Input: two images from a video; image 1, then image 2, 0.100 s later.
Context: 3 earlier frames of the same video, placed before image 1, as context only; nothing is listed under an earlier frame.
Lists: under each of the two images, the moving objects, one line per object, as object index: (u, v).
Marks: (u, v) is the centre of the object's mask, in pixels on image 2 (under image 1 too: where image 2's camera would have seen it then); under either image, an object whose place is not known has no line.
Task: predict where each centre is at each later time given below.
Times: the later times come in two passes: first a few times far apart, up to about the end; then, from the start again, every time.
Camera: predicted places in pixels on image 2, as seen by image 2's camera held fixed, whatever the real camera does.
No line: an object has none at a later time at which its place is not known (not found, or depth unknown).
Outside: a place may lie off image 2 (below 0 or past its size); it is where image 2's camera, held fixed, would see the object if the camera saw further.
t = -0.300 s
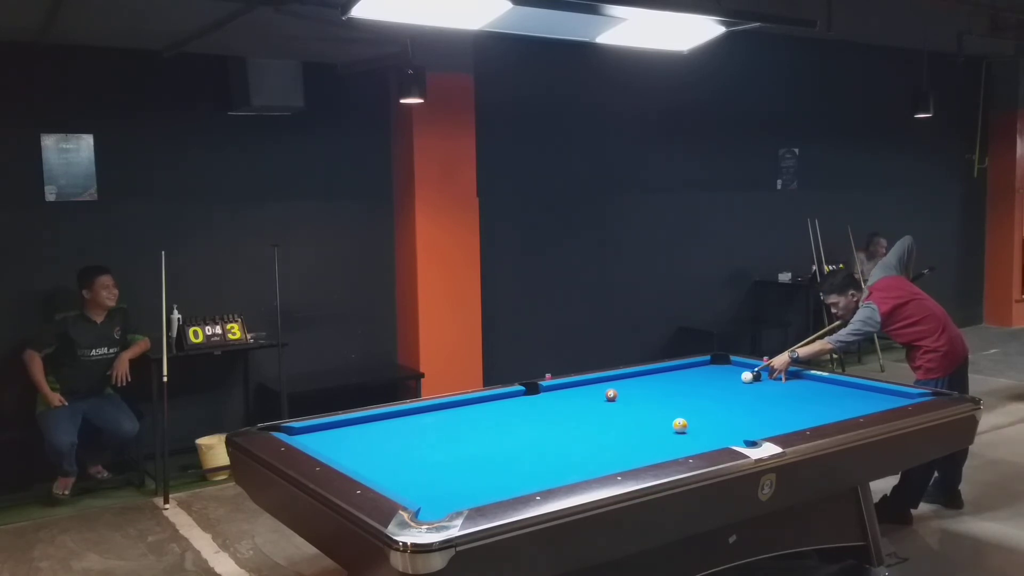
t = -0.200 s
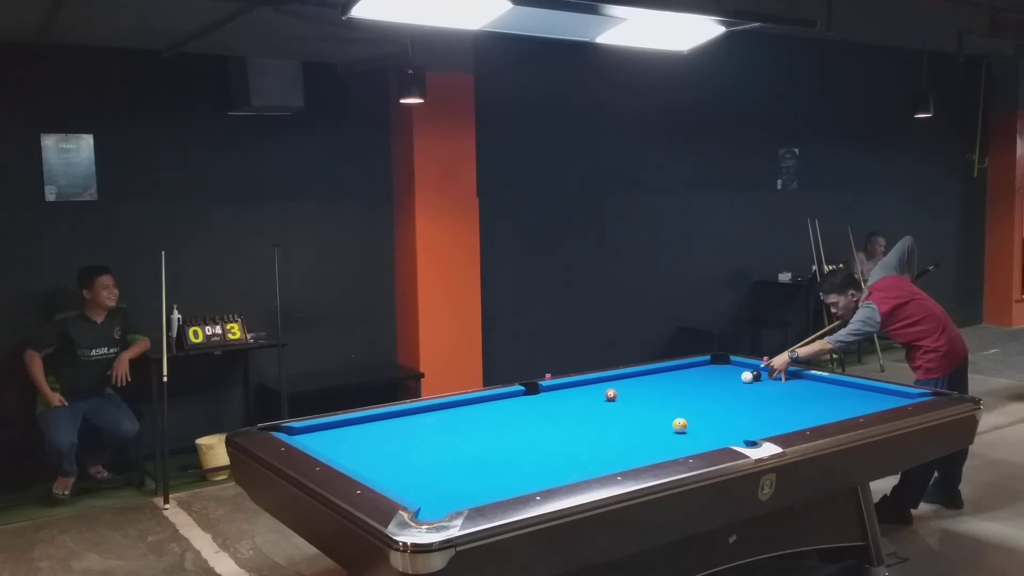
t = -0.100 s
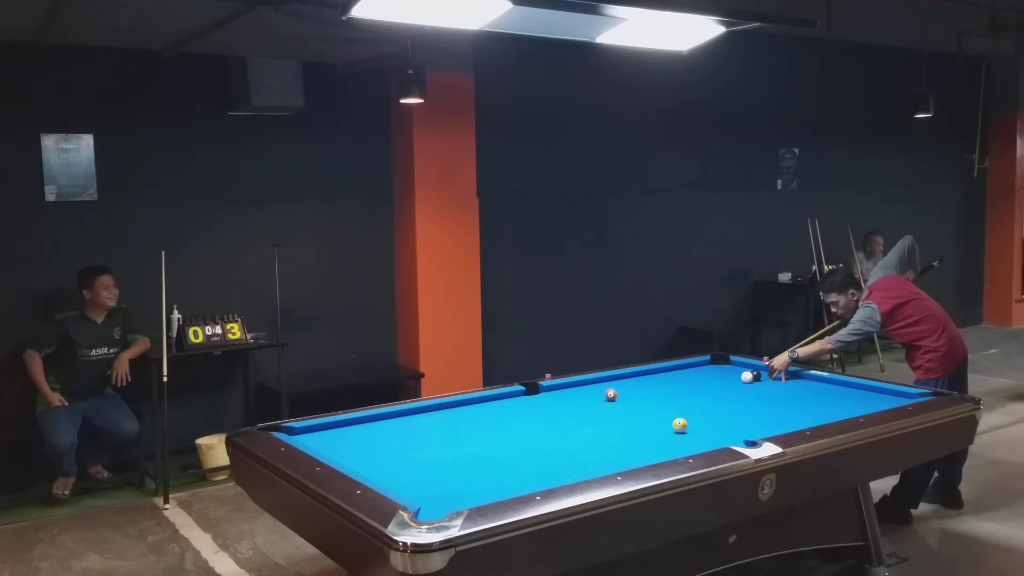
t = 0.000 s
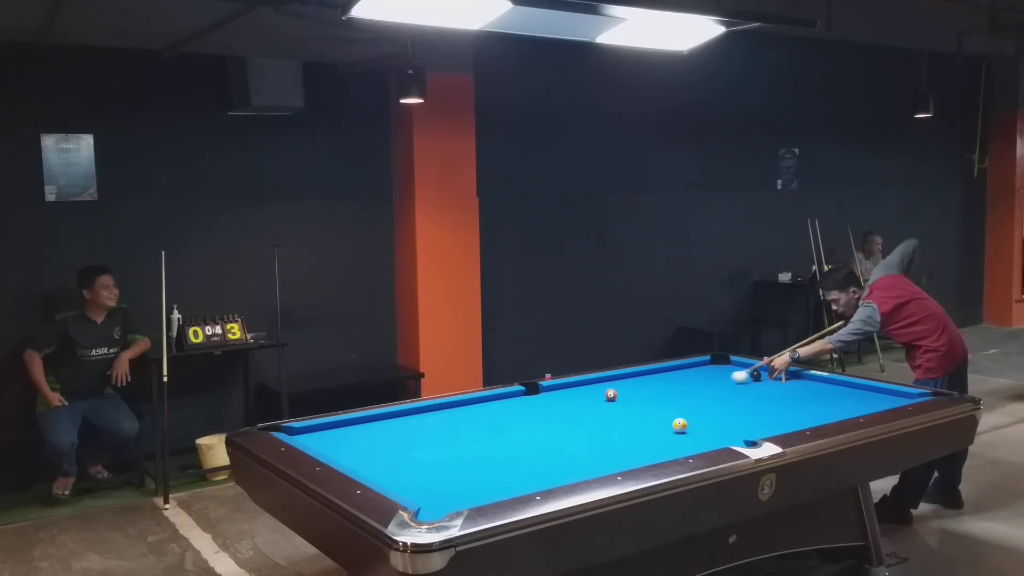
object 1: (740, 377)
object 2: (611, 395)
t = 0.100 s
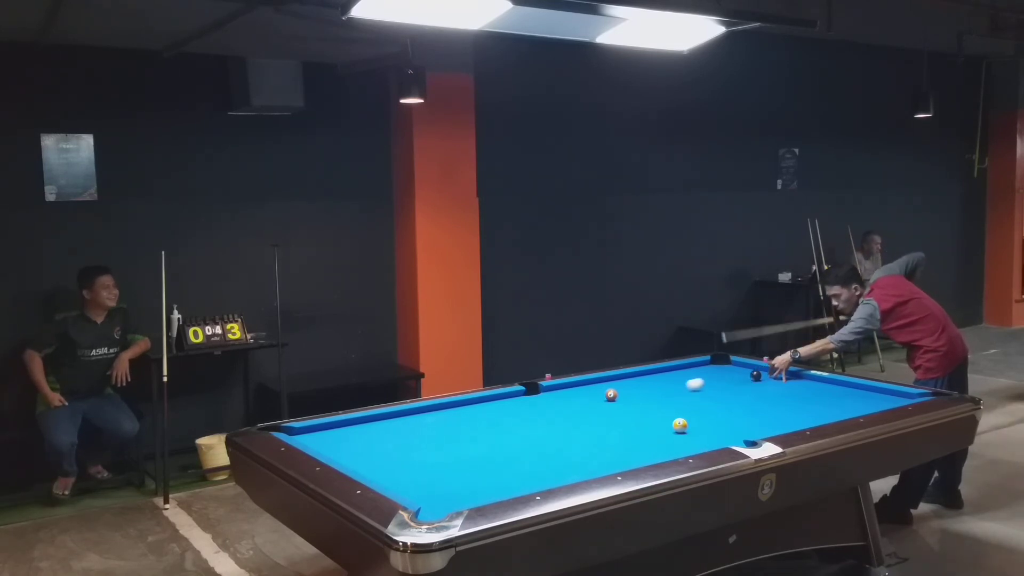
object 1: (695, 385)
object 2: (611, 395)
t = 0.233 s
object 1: (631, 394)
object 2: (611, 395)
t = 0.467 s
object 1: (540, 419)
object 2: (579, 391)
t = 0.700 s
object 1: (427, 450)
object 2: (552, 388)
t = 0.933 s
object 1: (412, 461)
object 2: (557, 392)
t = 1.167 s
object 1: (507, 446)
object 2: (563, 395)
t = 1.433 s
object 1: (602, 432)
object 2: (569, 400)
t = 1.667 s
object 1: (675, 419)
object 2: (573, 403)
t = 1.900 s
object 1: (746, 412)
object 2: (578, 407)
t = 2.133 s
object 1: (809, 403)
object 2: (582, 411)
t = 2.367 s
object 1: (867, 395)
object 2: (586, 414)
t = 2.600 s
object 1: (872, 396)
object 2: (590, 418)
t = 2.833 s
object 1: (841, 404)
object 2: (593, 421)
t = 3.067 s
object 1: (808, 413)
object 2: (596, 424)
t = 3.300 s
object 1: (774, 422)
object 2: (599, 427)
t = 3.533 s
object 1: (738, 431)
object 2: (601, 430)
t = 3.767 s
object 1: (700, 440)
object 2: (603, 432)
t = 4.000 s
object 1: (660, 450)
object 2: (605, 434)
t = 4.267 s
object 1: (613, 462)
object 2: (606, 436)
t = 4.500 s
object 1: (569, 473)
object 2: (607, 437)
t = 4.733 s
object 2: (608, 439)
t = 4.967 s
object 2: (609, 439)
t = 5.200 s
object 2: (609, 440)
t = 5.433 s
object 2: (610, 440)
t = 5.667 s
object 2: (610, 440)
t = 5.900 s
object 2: (610, 440)
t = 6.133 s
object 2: (610, 440)
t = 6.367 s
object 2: (610, 440)
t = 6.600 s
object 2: (610, 440)
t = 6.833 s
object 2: (610, 440)
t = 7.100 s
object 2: (610, 440)
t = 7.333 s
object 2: (610, 440)
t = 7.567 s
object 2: (610, 440)
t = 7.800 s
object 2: (610, 440)
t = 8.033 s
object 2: (610, 440)
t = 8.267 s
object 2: (610, 440)
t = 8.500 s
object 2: (610, 440)
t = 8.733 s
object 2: (610, 440)
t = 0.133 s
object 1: (679, 386)
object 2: (611, 395)
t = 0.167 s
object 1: (664, 389)
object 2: (611, 395)
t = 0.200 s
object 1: (648, 392)
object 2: (611, 395)
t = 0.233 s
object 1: (631, 394)
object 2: (611, 395)
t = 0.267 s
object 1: (617, 397)
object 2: (607, 393)
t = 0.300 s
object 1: (606, 401)
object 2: (602, 392)
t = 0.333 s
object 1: (594, 404)
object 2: (597, 392)
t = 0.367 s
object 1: (581, 408)
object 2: (592, 392)
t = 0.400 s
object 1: (568, 411)
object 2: (588, 392)
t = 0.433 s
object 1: (554, 415)
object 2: (584, 391)
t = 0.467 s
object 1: (540, 419)
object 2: (579, 391)
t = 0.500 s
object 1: (525, 423)
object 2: (575, 390)
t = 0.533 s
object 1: (510, 427)
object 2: (571, 390)
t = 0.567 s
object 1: (495, 432)
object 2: (567, 389)
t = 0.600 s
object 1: (479, 436)
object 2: (562, 389)
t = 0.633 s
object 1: (462, 440)
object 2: (558, 388)
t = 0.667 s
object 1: (445, 445)
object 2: (555, 388)
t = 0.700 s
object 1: (427, 450)
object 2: (552, 388)
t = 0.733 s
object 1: (409, 455)
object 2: (553, 388)
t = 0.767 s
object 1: (390, 460)
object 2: (554, 389)
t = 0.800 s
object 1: (370, 466)
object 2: (555, 389)
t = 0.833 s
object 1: (362, 467)
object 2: (555, 390)
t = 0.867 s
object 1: (379, 466)
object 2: (556, 390)
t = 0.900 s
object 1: (396, 463)
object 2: (557, 391)
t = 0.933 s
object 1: (412, 461)
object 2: (557, 392)
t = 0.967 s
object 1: (427, 459)
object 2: (559, 392)
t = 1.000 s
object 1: (441, 456)
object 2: (559, 393)
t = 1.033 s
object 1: (454, 454)
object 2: (560, 393)
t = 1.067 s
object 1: (468, 452)
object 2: (561, 394)
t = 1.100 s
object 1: (481, 450)
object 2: (562, 394)
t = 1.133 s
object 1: (494, 448)
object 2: (562, 395)
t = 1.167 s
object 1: (507, 446)
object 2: (563, 395)
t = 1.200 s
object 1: (519, 444)
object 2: (564, 396)
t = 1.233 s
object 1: (532, 443)
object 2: (565, 397)
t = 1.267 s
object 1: (544, 441)
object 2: (565, 397)
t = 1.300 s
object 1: (556, 439)
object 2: (566, 398)
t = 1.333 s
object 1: (568, 437)
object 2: (567, 398)
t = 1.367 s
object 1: (579, 436)
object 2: (567, 399)
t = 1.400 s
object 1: (591, 434)
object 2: (568, 399)
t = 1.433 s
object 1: (602, 432)
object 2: (569, 400)
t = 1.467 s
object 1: (613, 431)
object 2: (569, 401)
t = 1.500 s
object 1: (624, 429)
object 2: (570, 401)
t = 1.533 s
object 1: (635, 428)
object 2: (571, 401)
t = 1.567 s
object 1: (646, 426)
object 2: (571, 402)
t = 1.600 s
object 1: (657, 425)
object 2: (572, 402)
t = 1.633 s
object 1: (666, 423)
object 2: (573, 403)
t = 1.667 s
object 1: (675, 419)
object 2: (573, 403)
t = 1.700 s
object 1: (689, 419)
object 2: (574, 404)
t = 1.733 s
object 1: (698, 419)
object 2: (575, 405)
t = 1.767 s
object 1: (708, 417)
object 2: (575, 405)
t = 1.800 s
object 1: (717, 416)
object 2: (576, 406)
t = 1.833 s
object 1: (727, 414)
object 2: (577, 406)
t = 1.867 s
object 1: (737, 413)
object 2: (577, 407)
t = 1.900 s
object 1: (746, 412)
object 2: (578, 407)
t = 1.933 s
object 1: (755, 411)
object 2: (579, 408)
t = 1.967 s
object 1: (765, 409)
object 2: (579, 408)
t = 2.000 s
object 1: (774, 408)
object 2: (580, 409)
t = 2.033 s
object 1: (783, 407)
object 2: (580, 409)
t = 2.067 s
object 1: (792, 406)
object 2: (581, 410)
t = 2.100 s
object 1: (801, 404)
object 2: (582, 410)
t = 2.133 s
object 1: (809, 403)
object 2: (582, 411)
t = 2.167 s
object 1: (818, 402)
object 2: (583, 412)
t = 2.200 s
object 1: (826, 401)
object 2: (583, 412)
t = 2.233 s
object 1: (834, 400)
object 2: (584, 413)
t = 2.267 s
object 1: (843, 398)
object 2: (584, 413)
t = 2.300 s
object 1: (851, 397)
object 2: (585, 413)
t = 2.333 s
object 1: (859, 396)
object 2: (585, 414)
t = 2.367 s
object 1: (867, 395)
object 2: (586, 414)
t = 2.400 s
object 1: (875, 393)
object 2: (586, 415)
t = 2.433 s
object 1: (882, 392)
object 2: (587, 415)
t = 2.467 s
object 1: (889, 392)
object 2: (587, 416)
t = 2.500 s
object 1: (885, 393)
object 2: (588, 416)
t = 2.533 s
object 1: (880, 394)
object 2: (589, 417)
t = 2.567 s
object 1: (876, 395)
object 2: (589, 417)
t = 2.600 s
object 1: (872, 396)
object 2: (590, 418)
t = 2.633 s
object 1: (867, 397)
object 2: (590, 418)
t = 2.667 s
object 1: (863, 399)
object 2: (591, 419)
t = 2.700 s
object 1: (859, 400)
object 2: (591, 419)
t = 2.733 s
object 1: (854, 401)
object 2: (591, 420)
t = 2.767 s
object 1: (850, 402)
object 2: (592, 420)
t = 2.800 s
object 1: (845, 403)
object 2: (592, 421)
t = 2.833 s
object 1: (841, 404)
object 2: (593, 421)
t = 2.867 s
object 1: (836, 405)
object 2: (593, 422)
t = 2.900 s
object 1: (832, 407)
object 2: (594, 422)
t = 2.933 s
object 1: (827, 408)
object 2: (594, 422)
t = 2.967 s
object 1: (823, 409)
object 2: (595, 423)
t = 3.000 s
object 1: (818, 411)
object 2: (595, 423)
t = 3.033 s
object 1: (813, 412)
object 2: (596, 424)
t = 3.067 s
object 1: (808, 413)
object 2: (596, 424)
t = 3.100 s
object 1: (804, 414)
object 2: (597, 425)
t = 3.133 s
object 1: (799, 415)
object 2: (597, 425)
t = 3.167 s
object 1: (794, 417)
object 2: (597, 425)
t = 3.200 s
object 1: (789, 418)
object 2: (598, 426)
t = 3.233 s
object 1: (784, 419)
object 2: (598, 426)
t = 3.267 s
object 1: (779, 420)
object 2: (598, 427)
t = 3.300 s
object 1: (774, 422)
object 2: (599, 427)
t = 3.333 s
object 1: (769, 423)
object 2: (599, 427)
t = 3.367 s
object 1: (764, 424)
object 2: (600, 428)
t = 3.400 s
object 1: (759, 426)
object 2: (600, 428)
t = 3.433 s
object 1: (754, 427)
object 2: (600, 428)
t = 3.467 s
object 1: (748, 429)
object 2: (601, 429)
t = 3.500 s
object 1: (743, 430)
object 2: (601, 429)
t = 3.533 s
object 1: (738, 431)
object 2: (601, 430)
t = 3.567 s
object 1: (733, 432)
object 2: (602, 430)
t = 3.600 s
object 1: (727, 434)
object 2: (602, 430)
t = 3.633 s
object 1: (722, 435)
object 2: (602, 431)
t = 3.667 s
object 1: (716, 436)
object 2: (602, 431)
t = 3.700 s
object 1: (711, 438)
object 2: (603, 431)
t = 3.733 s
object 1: (706, 439)
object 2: (603, 432)
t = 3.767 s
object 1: (700, 440)
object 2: (603, 432)
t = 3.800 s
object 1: (695, 442)
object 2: (604, 432)
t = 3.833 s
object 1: (689, 443)
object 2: (604, 433)
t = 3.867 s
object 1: (683, 445)
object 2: (604, 433)
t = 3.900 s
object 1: (678, 446)
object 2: (604, 433)
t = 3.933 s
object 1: (672, 448)
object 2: (604, 433)
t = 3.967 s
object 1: (666, 449)
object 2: (605, 434)
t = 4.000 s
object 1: (660, 450)
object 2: (605, 434)
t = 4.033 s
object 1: (655, 452)
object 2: (605, 435)
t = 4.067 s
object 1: (649, 453)
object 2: (605, 435)
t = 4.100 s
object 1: (643, 455)
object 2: (605, 435)
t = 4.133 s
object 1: (637, 456)
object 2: (606, 435)
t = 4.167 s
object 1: (631, 458)
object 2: (606, 435)
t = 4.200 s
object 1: (625, 459)
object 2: (606, 435)
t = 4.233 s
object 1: (619, 460)
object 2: (606, 436)
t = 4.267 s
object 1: (613, 462)
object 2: (606, 436)
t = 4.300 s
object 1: (607, 464)
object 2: (606, 436)
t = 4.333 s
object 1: (600, 465)
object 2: (607, 436)
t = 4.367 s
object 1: (594, 467)
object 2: (607, 437)
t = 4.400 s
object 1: (588, 468)
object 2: (607, 437)
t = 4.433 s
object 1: (582, 470)
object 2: (607, 437)
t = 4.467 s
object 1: (576, 471)
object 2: (607, 437)
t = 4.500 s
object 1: (569, 473)
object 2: (607, 437)
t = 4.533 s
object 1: (563, 474)
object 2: (608, 437)
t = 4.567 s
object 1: (556, 476)
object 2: (608, 438)
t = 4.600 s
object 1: (550, 478)
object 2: (608, 438)
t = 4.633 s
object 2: (608, 438)
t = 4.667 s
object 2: (608, 438)
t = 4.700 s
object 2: (608, 438)
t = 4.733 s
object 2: (608, 439)
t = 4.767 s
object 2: (608, 439)
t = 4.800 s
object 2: (608, 439)
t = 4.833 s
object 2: (609, 439)
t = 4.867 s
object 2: (609, 439)
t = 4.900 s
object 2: (609, 439)
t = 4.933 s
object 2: (609, 439)
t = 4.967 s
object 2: (609, 439)
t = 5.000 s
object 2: (609, 439)
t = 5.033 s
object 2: (609, 439)
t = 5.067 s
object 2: (609, 440)
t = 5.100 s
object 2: (609, 440)
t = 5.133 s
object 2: (609, 440)
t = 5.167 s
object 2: (609, 440)
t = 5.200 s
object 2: (609, 440)
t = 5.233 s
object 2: (609, 440)
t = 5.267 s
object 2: (609, 440)
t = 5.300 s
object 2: (610, 440)
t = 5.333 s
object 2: (610, 440)
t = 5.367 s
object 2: (610, 440)
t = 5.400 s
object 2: (610, 440)
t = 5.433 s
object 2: (610, 440)
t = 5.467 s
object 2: (610, 440)
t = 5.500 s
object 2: (610, 440)
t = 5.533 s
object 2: (610, 440)
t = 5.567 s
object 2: (610, 440)
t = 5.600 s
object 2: (610, 440)
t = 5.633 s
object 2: (610, 440)
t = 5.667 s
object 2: (610, 440)
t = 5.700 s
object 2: (610, 440)
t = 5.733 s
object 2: (610, 440)
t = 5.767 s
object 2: (610, 440)
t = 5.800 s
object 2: (610, 440)
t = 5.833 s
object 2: (610, 440)
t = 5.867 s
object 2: (610, 440)
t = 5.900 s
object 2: (610, 440)
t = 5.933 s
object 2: (610, 440)
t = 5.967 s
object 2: (610, 440)
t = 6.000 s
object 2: (610, 440)
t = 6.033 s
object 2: (610, 440)
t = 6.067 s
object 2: (610, 440)
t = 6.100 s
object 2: (610, 440)
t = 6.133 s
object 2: (610, 440)
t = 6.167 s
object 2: (610, 440)
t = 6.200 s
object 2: (610, 440)
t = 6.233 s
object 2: (610, 440)
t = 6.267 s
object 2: (610, 440)
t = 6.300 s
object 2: (610, 440)
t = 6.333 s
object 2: (610, 440)
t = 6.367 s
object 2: (610, 440)
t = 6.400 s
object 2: (610, 440)
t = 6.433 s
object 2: (610, 440)
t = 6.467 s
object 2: (610, 440)
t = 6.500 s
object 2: (610, 440)
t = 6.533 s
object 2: (610, 440)
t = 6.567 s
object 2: (610, 440)
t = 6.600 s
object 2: (610, 440)
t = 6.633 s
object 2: (610, 440)
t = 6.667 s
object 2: (610, 440)
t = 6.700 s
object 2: (610, 440)
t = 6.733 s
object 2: (610, 440)
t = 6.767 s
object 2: (610, 440)
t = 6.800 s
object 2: (610, 440)
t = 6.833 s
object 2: (610, 440)
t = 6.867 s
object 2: (610, 440)
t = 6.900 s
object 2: (610, 440)
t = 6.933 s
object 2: (610, 440)
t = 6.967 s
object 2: (610, 440)
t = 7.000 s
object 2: (610, 440)
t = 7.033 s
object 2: (610, 440)
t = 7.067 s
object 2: (610, 440)
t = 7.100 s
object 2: (610, 440)
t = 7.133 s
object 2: (610, 440)
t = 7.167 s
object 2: (610, 440)
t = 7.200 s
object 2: (610, 440)
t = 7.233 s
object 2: (610, 440)
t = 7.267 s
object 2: (610, 440)
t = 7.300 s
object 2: (610, 440)
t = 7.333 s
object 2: (610, 440)
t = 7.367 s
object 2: (610, 440)
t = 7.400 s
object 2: (610, 440)
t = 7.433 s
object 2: (610, 440)
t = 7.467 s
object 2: (610, 440)
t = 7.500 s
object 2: (610, 440)
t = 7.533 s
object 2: (610, 440)
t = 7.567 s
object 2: (610, 440)
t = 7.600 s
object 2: (610, 440)
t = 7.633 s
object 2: (610, 440)
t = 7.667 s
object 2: (610, 440)
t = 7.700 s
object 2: (610, 440)
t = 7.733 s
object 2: (610, 440)
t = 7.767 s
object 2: (610, 440)
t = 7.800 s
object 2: (610, 440)
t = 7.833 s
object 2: (610, 440)
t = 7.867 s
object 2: (610, 440)
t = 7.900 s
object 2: (610, 440)
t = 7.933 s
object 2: (610, 440)
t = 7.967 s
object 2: (610, 440)
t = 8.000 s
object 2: (610, 440)
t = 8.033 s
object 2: (610, 440)
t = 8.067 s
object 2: (610, 440)
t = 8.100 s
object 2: (610, 440)
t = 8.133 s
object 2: (610, 440)
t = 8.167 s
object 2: (610, 440)
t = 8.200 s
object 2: (610, 440)
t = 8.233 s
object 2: (610, 440)
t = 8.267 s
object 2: (610, 440)
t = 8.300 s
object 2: (610, 440)
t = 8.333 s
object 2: (610, 440)
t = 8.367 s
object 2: (610, 440)
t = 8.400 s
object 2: (610, 440)
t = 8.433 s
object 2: (610, 440)
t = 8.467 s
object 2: (610, 440)
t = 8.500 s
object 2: (610, 440)
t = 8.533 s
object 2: (610, 440)
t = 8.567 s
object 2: (610, 440)
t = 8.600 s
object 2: (610, 440)
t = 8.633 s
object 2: (610, 440)
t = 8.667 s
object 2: (610, 440)
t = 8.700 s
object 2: (610, 440)
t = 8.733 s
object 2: (610, 440)
